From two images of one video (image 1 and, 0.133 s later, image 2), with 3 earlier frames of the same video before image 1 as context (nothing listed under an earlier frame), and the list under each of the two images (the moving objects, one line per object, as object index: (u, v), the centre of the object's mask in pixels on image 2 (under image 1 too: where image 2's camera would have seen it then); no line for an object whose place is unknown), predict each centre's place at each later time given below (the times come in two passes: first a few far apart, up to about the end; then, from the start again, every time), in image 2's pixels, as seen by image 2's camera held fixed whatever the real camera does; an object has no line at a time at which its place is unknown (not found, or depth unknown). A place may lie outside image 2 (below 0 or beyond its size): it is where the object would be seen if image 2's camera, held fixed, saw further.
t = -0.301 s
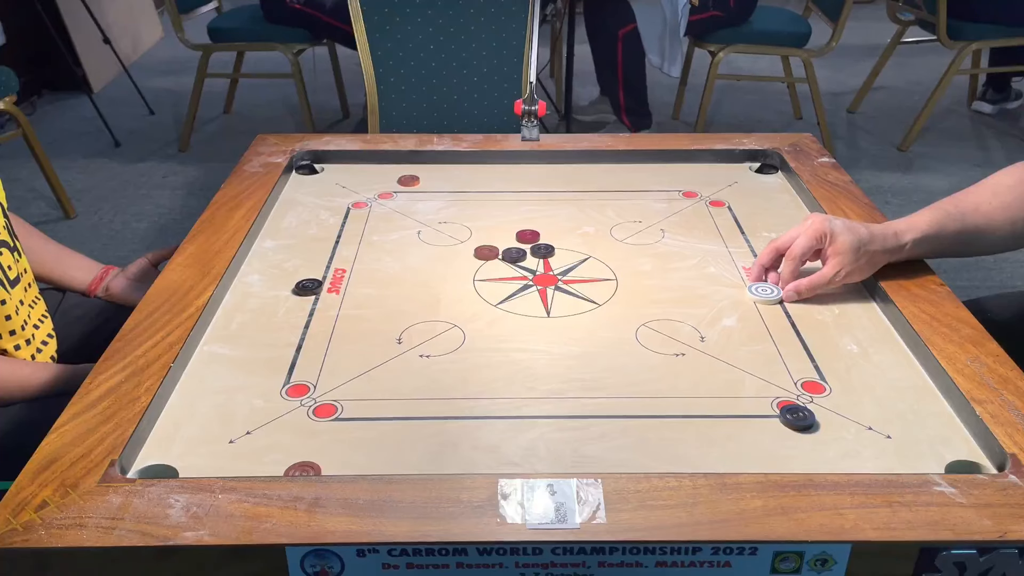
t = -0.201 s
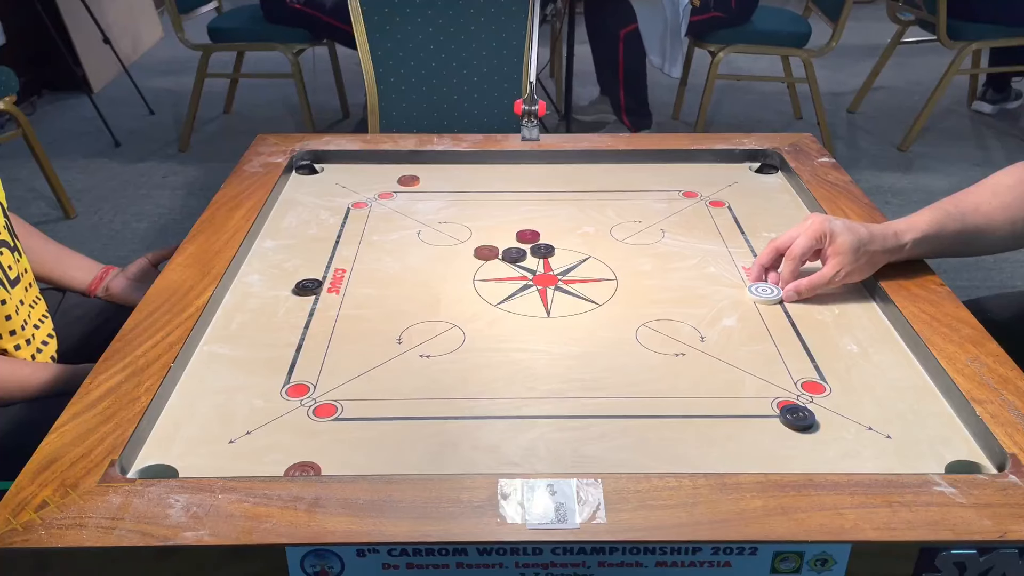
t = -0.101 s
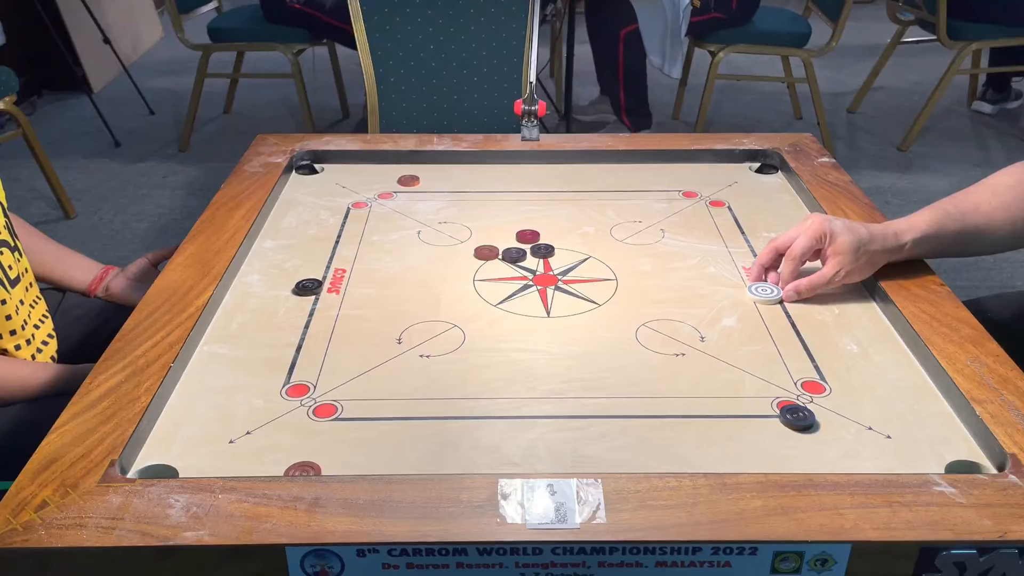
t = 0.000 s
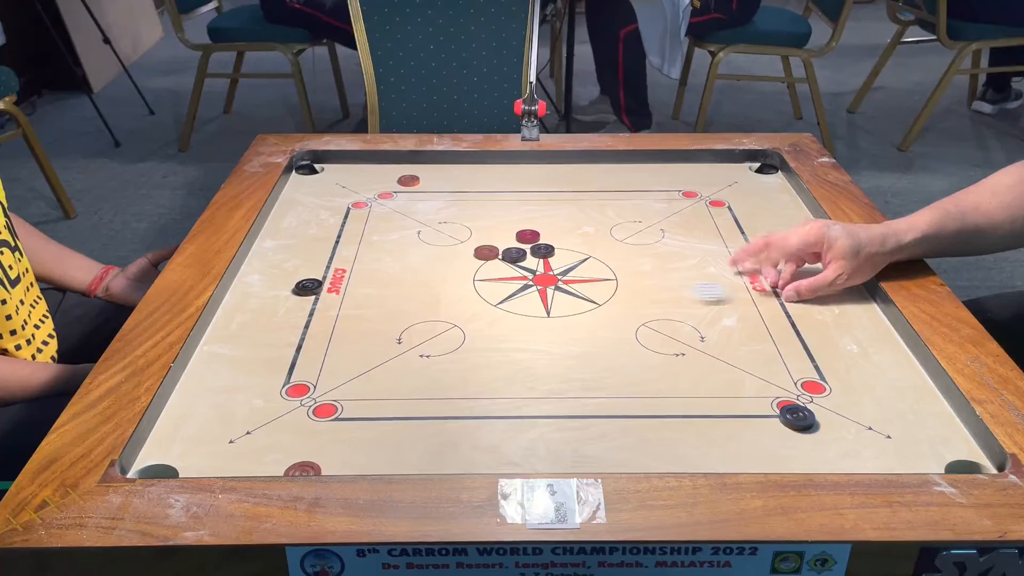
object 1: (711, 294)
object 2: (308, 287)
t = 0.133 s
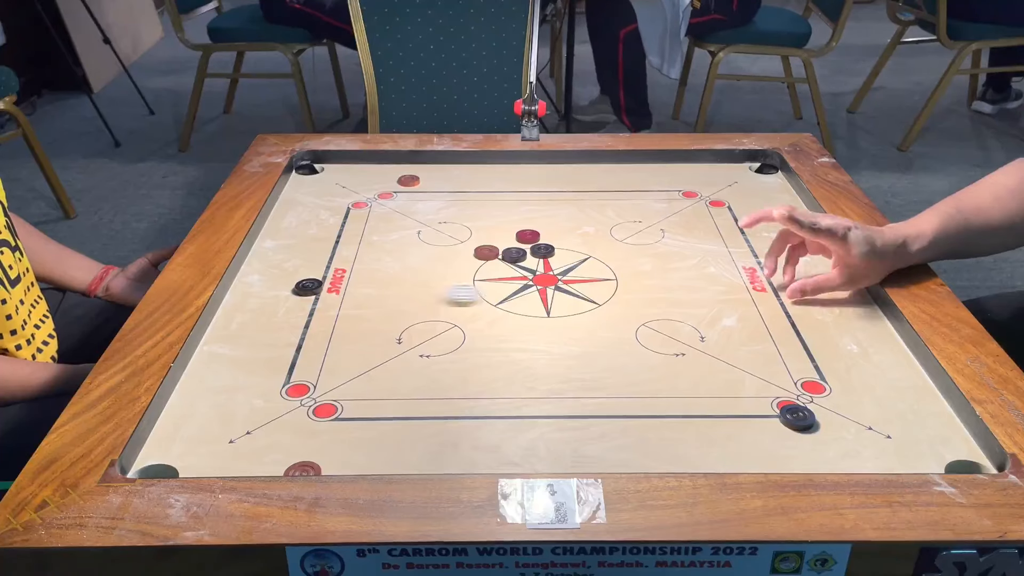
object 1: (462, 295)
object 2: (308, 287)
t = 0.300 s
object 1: (243, 314)
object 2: (320, 261)
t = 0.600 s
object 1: (504, 362)
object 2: (511, 237)
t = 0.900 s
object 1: (740, 407)
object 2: (511, 237)
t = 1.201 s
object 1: (820, 420)
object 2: (511, 237)
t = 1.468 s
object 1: (823, 421)
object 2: (511, 237)
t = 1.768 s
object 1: (823, 421)
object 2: (511, 237)
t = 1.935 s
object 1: (823, 421)
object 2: (511, 237)
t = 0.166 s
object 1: (404, 296)
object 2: (308, 287)
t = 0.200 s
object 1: (343, 296)
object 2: (308, 287)
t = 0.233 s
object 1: (299, 301)
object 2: (270, 276)
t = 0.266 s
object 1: (258, 307)
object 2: (275, 267)
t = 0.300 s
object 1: (243, 314)
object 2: (320, 261)
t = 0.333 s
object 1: (273, 319)
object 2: (363, 255)
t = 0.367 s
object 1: (302, 325)
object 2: (403, 251)
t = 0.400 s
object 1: (333, 330)
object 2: (441, 246)
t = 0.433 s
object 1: (362, 335)
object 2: (477, 240)
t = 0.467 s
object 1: (390, 340)
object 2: (504, 238)
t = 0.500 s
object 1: (419, 346)
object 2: (506, 238)
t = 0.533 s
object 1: (448, 351)
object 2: (508, 237)
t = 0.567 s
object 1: (475, 356)
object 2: (510, 237)
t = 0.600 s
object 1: (504, 362)
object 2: (511, 237)
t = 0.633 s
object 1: (532, 367)
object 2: (511, 237)
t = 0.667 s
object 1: (559, 373)
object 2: (511, 237)
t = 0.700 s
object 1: (587, 378)
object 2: (511, 237)
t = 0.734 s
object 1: (613, 383)
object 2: (511, 237)
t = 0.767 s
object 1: (640, 388)
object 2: (511, 237)
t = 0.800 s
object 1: (666, 393)
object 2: (511, 237)
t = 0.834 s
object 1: (691, 398)
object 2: (511, 237)
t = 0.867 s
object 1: (715, 402)
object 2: (511, 237)
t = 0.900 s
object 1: (740, 407)
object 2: (511, 237)
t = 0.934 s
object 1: (760, 411)
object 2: (511, 237)
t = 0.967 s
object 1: (772, 413)
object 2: (511, 237)
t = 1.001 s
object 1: (783, 414)
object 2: (511, 237)
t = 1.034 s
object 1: (791, 416)
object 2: (511, 237)
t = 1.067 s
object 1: (800, 417)
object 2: (511, 237)
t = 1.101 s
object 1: (806, 418)
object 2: (511, 237)
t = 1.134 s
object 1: (812, 419)
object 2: (511, 237)
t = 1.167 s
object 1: (817, 420)
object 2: (511, 237)
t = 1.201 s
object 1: (820, 420)
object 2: (511, 237)
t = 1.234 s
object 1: (822, 420)
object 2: (511, 237)
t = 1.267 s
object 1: (823, 421)
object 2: (511, 237)
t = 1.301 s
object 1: (823, 421)
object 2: (511, 237)
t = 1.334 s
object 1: (823, 421)
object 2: (511, 237)
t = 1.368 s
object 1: (823, 421)
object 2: (511, 237)
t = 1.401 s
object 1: (823, 421)
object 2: (511, 237)
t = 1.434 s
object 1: (823, 421)
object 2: (511, 237)
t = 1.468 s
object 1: (823, 421)
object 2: (511, 237)
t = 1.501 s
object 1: (823, 421)
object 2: (511, 237)
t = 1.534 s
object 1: (823, 421)
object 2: (511, 237)
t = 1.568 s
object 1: (823, 421)
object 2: (511, 237)
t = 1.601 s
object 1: (823, 421)
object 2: (511, 237)
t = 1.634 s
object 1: (823, 421)
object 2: (511, 237)
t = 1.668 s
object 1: (823, 421)
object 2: (511, 237)
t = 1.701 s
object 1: (823, 421)
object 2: (511, 237)
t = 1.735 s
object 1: (823, 421)
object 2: (511, 237)
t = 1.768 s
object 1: (823, 421)
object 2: (511, 237)
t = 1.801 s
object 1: (823, 421)
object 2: (511, 237)
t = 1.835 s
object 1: (823, 421)
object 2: (511, 237)
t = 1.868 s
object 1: (823, 421)
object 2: (511, 237)
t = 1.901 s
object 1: (823, 421)
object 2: (511, 237)
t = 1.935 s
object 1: (823, 421)
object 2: (511, 237)
